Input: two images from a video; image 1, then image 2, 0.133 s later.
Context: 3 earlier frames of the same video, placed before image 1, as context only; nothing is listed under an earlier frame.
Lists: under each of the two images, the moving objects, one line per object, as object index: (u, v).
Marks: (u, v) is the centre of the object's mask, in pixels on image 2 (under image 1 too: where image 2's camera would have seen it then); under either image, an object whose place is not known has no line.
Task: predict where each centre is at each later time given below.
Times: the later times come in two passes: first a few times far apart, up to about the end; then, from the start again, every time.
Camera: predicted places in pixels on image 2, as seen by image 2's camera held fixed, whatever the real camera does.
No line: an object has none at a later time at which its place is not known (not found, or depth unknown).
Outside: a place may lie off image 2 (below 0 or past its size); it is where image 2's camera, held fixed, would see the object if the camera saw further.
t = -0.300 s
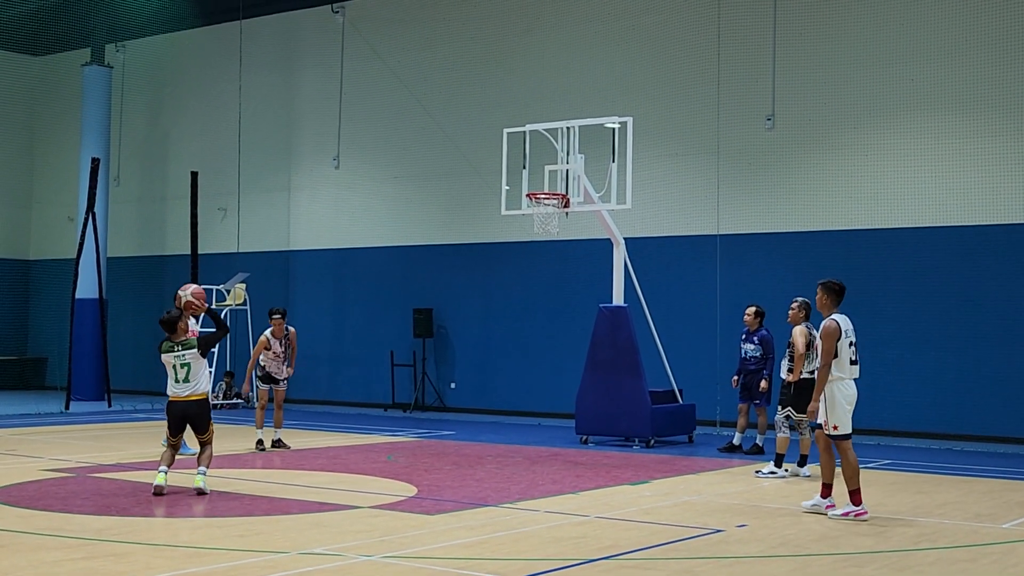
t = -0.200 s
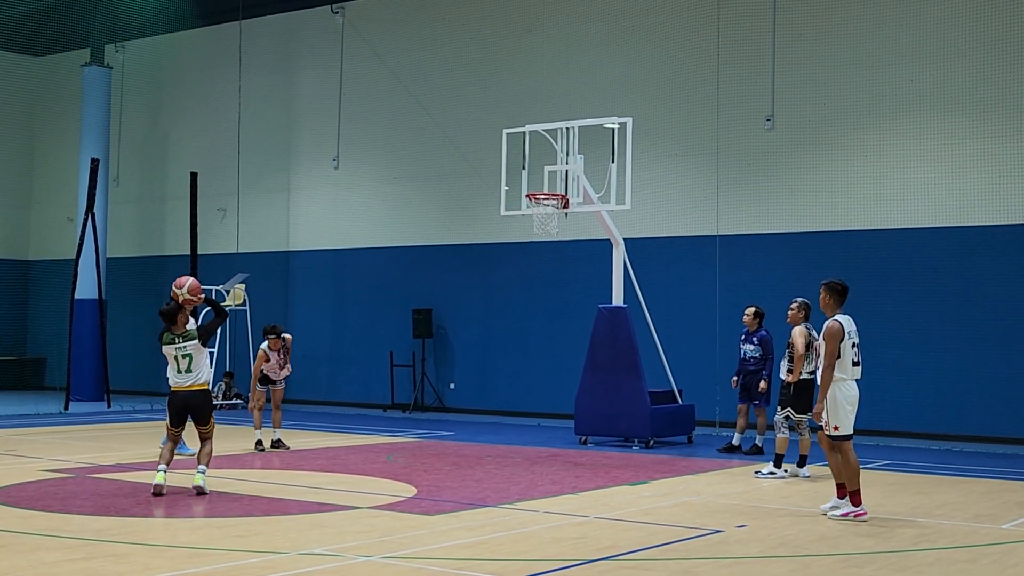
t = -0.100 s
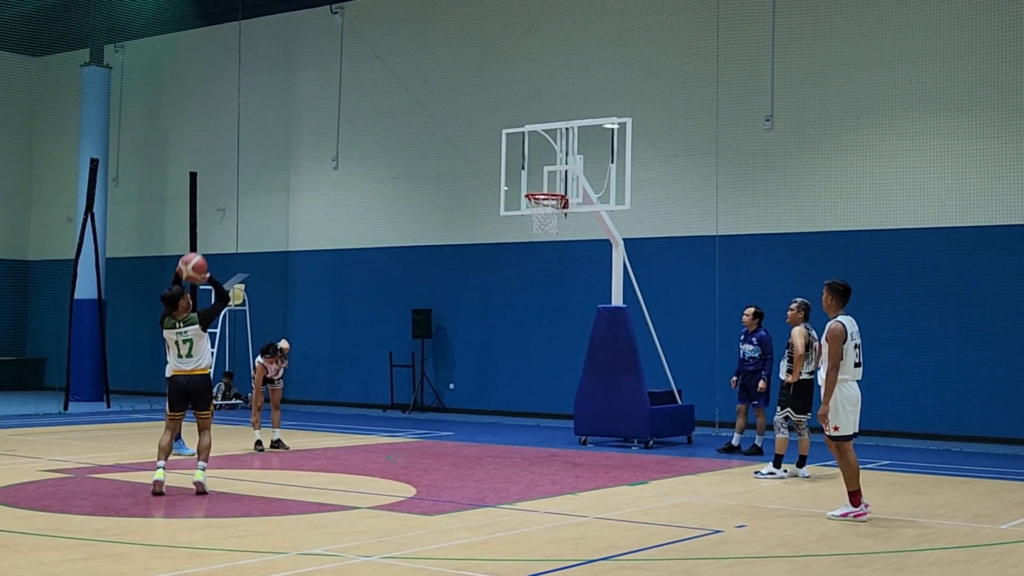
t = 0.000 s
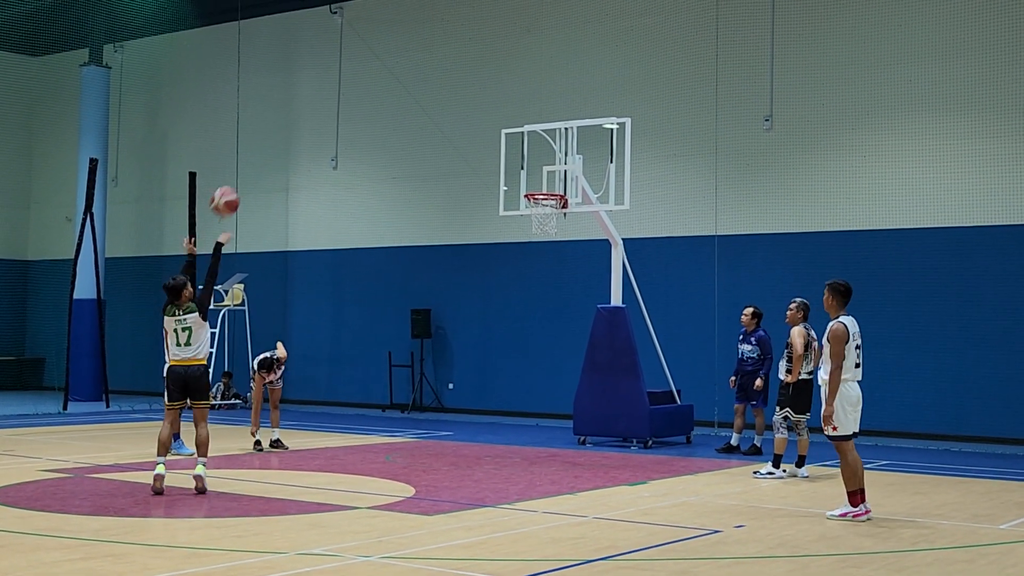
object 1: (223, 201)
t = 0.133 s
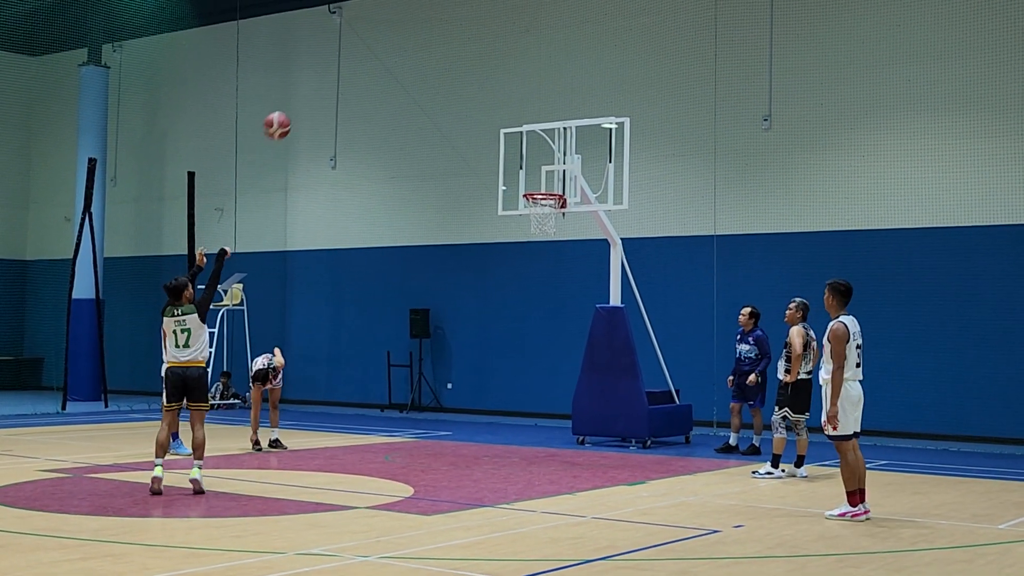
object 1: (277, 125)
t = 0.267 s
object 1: (324, 76)
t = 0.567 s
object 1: (414, 38)
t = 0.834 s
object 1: (481, 76)
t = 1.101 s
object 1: (537, 167)
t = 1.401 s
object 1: (556, 239)
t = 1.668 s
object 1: (555, 319)
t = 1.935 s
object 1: (552, 432)
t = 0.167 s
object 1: (290, 111)
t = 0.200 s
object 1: (301, 98)
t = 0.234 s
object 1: (313, 86)
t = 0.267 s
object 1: (324, 76)
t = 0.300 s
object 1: (335, 67)
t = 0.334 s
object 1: (346, 59)
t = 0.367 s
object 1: (357, 53)
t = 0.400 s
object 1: (367, 47)
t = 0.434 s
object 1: (377, 43)
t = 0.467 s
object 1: (387, 40)
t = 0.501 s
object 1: (396, 39)
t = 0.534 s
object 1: (406, 38)
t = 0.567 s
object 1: (414, 38)
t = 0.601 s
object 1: (424, 40)
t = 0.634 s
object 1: (432, 42)
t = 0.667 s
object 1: (441, 45)
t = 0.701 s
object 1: (449, 50)
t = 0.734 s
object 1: (457, 55)
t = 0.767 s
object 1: (465, 61)
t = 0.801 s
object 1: (473, 68)
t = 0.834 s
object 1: (481, 76)
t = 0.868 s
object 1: (488, 84)
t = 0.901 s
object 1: (495, 94)
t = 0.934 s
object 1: (503, 104)
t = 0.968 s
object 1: (510, 115)
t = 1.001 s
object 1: (517, 127)
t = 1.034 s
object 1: (524, 140)
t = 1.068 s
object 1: (530, 153)
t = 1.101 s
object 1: (537, 167)
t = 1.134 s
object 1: (543, 181)
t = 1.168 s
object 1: (549, 197)
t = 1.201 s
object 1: (555, 212)
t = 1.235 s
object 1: (557, 216)
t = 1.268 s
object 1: (557, 219)
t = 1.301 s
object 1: (557, 223)
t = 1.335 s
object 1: (557, 228)
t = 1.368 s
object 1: (556, 232)
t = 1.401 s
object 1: (556, 239)
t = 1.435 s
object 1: (556, 245)
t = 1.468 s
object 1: (556, 253)
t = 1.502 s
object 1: (556, 262)
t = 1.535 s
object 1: (556, 272)
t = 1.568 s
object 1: (555, 282)
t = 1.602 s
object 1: (555, 294)
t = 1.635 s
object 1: (555, 306)
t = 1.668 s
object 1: (555, 319)
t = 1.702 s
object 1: (554, 333)
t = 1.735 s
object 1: (554, 347)
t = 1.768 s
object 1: (554, 363)
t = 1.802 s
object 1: (554, 379)
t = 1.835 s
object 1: (554, 397)
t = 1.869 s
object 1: (554, 415)
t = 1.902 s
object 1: (554, 433)
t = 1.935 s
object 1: (552, 432)
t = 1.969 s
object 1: (550, 418)
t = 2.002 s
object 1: (548, 404)
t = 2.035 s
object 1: (546, 391)
